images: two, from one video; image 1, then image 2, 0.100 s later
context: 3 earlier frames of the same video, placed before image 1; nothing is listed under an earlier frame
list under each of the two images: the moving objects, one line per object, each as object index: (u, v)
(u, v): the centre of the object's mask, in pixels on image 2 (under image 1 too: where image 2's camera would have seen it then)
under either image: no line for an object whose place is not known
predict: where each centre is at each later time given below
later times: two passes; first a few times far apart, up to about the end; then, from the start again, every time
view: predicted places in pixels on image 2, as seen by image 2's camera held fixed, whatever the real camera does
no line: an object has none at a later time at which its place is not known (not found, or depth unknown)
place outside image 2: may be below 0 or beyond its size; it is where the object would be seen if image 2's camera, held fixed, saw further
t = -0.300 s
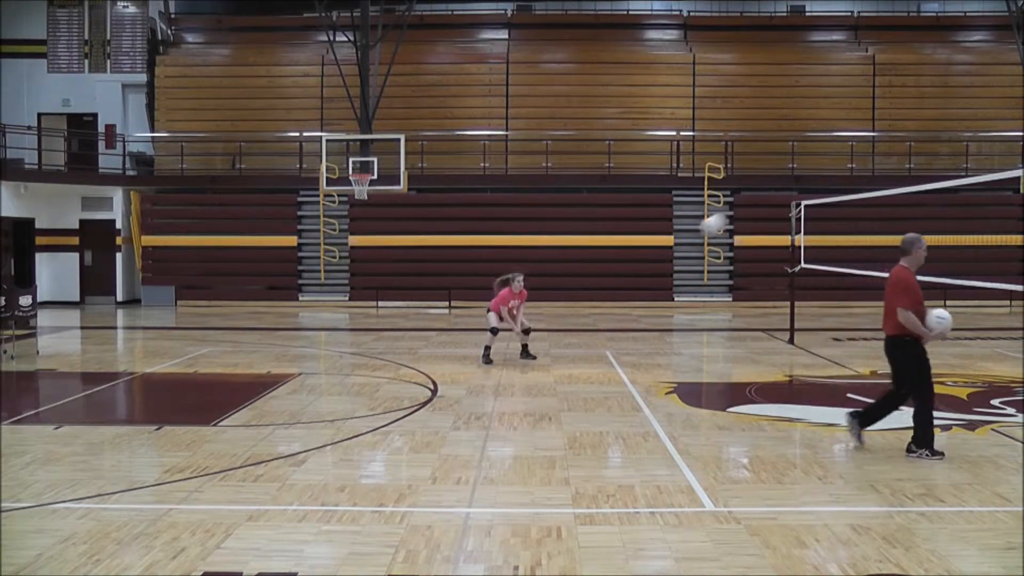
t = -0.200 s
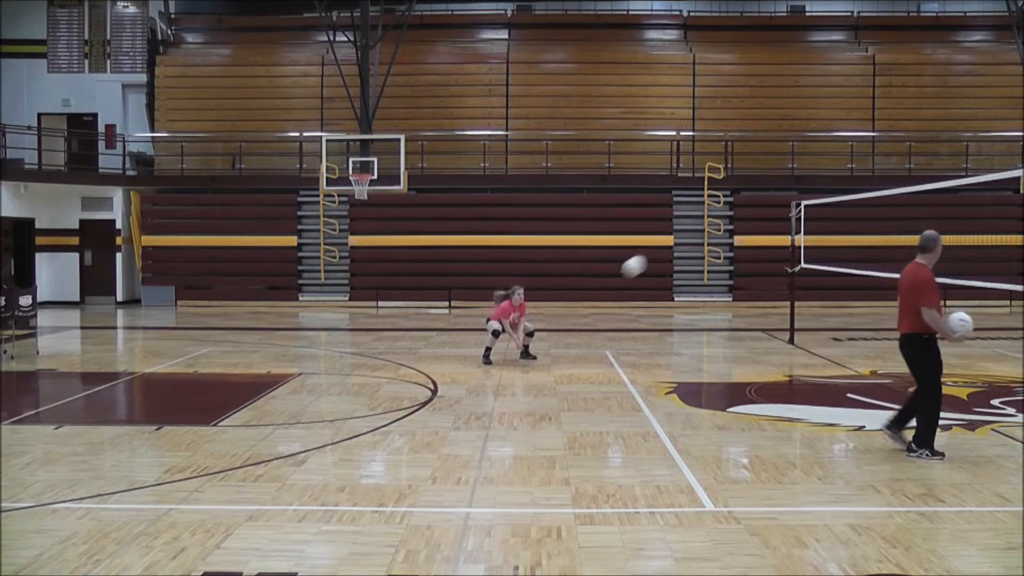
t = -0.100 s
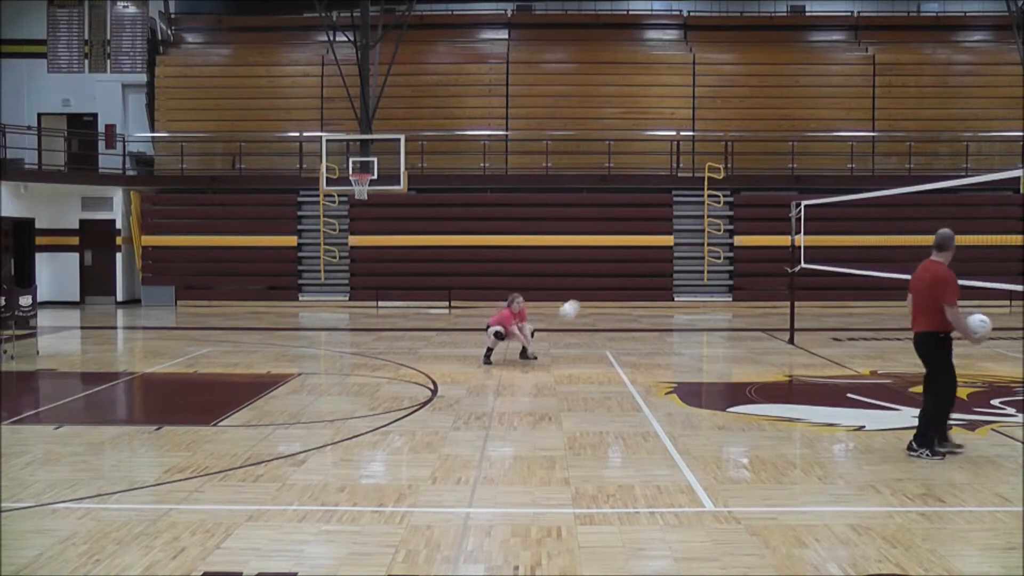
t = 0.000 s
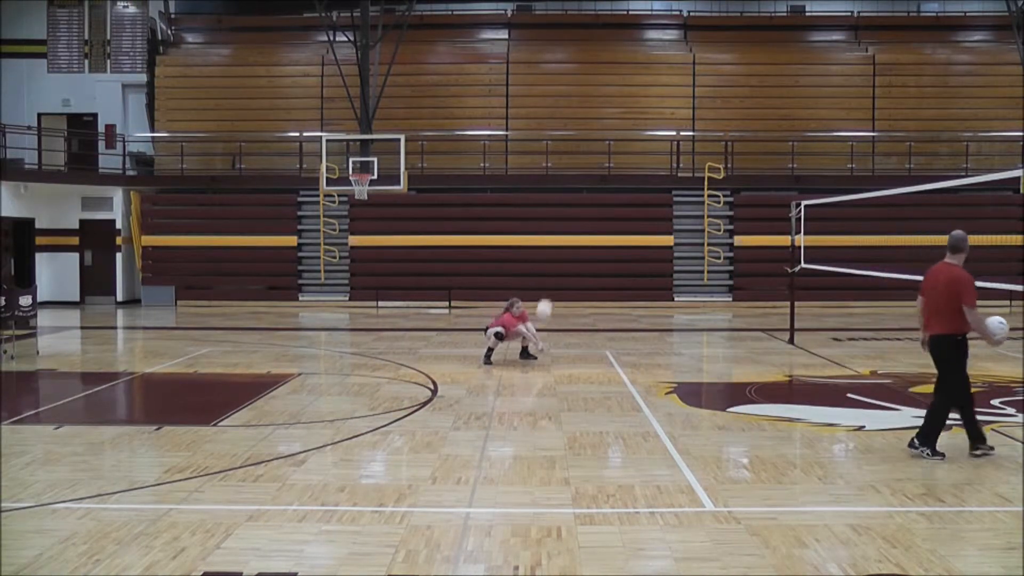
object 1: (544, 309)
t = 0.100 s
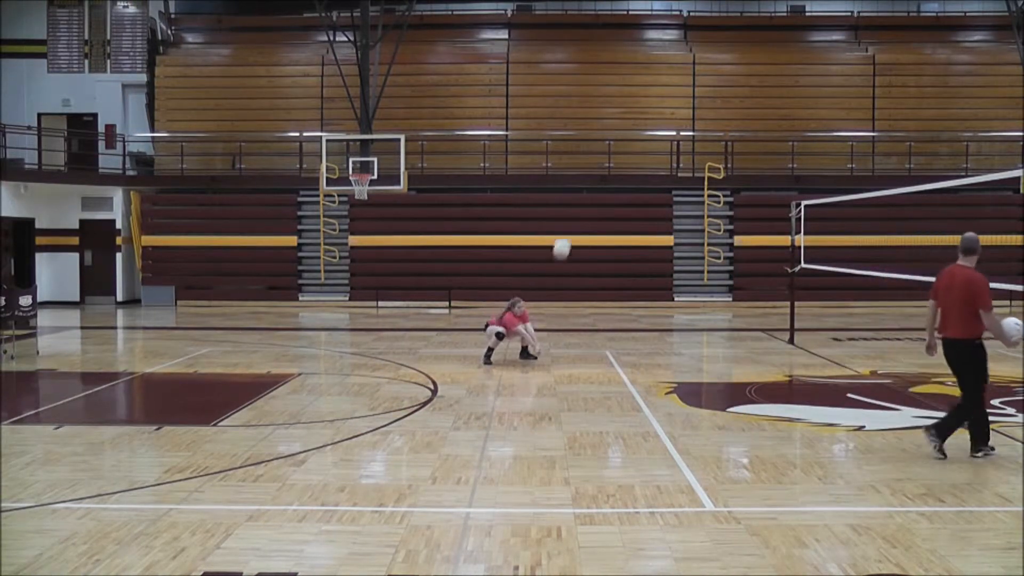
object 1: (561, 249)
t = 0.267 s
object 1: (591, 156)
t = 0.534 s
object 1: (640, 41)
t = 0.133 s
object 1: (568, 227)
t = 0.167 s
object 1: (573, 210)
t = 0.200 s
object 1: (579, 191)
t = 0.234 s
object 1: (585, 174)
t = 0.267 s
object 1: (591, 156)
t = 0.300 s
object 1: (597, 139)
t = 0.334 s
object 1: (603, 123)
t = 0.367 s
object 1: (609, 108)
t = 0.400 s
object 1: (615, 92)
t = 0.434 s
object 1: (621, 78)
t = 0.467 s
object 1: (628, 65)
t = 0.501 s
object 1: (634, 53)
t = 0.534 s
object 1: (640, 41)
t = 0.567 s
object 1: (647, 30)
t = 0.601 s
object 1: (653, 20)
